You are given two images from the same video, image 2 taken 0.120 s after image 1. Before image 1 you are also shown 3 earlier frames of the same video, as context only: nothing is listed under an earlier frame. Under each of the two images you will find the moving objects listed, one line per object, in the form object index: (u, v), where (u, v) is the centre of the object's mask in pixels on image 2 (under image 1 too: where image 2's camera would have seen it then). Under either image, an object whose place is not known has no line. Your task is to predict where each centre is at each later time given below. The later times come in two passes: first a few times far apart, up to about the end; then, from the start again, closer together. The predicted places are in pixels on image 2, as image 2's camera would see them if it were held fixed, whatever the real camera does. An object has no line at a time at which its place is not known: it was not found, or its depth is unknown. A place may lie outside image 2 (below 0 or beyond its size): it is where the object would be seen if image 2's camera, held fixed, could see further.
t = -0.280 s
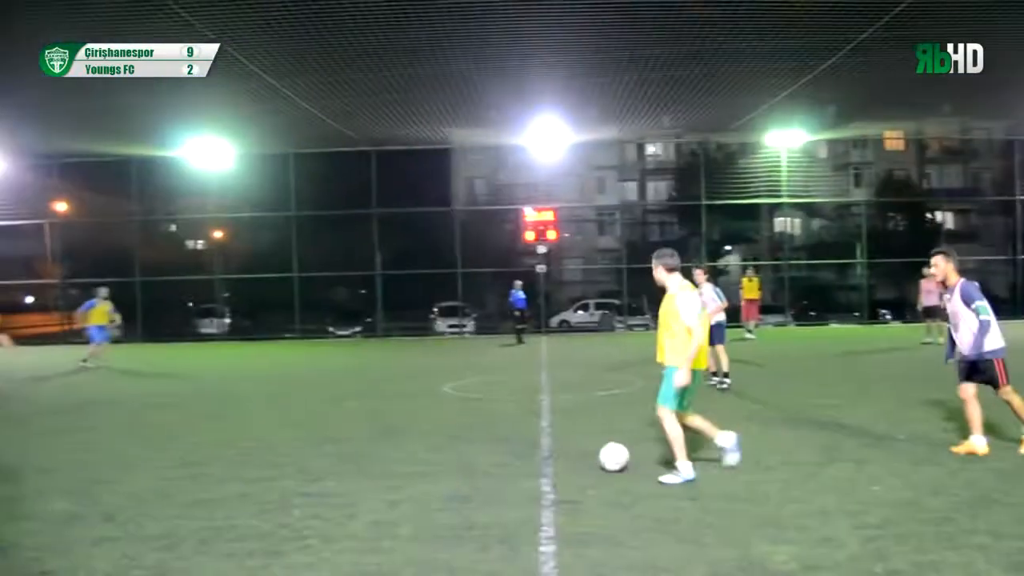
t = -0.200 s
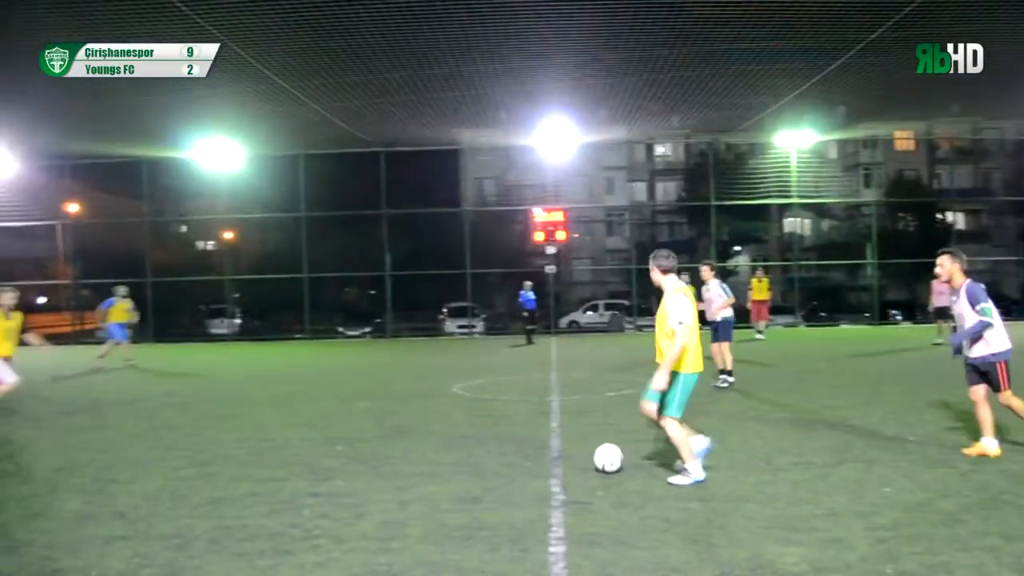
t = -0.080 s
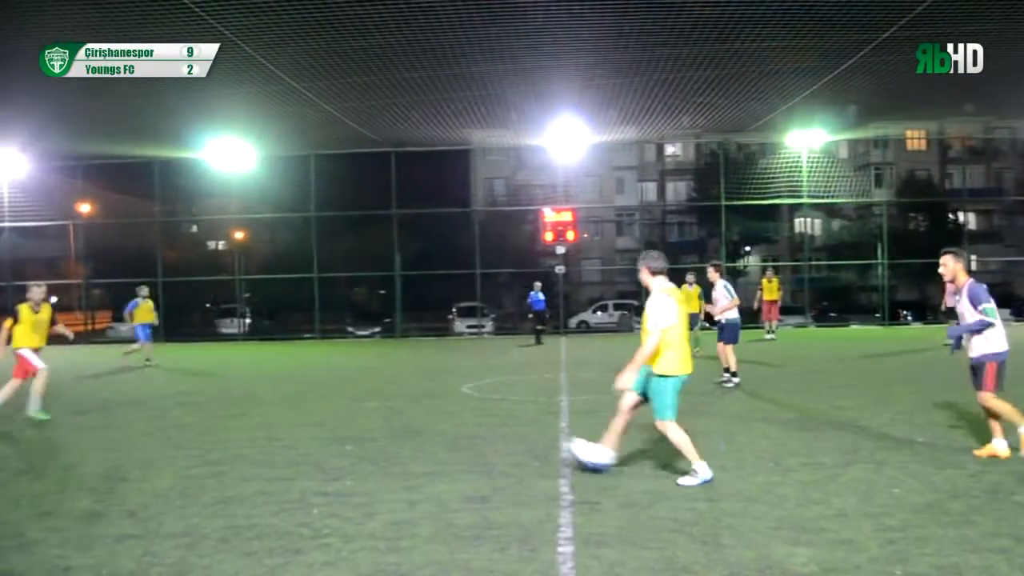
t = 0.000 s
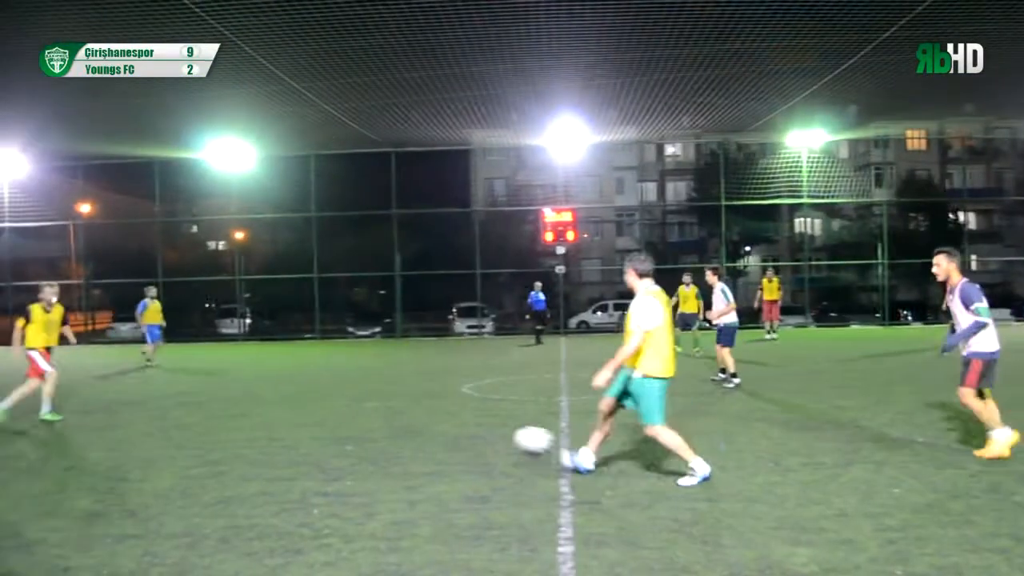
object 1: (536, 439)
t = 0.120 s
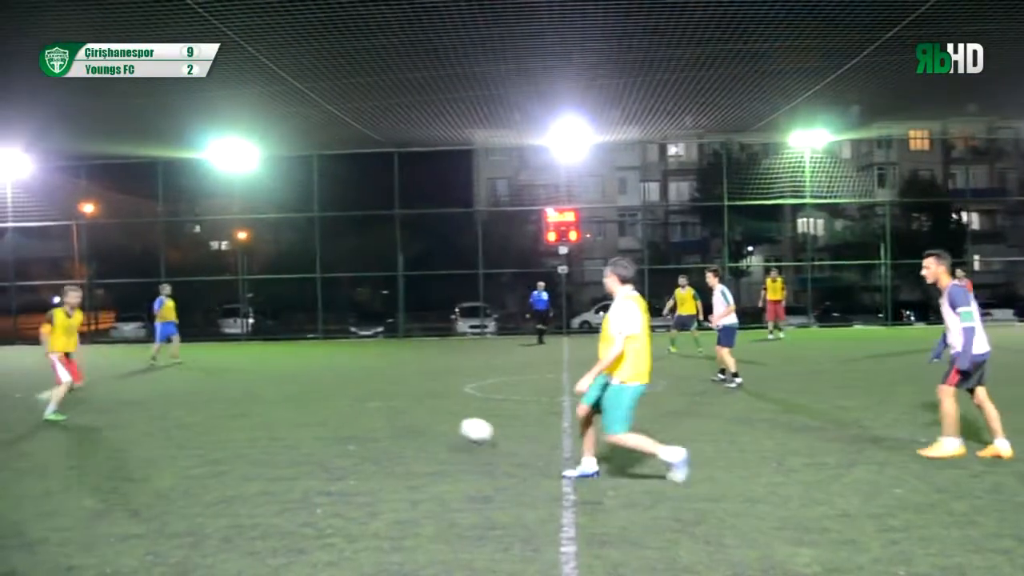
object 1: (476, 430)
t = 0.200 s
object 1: (446, 422)
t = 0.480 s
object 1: (378, 403)
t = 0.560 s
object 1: (364, 400)
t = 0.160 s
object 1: (461, 426)
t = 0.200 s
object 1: (446, 422)
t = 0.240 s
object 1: (433, 417)
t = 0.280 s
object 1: (422, 414)
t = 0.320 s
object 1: (411, 413)
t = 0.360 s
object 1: (401, 410)
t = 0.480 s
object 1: (378, 403)
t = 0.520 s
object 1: (370, 403)
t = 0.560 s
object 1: (364, 400)
